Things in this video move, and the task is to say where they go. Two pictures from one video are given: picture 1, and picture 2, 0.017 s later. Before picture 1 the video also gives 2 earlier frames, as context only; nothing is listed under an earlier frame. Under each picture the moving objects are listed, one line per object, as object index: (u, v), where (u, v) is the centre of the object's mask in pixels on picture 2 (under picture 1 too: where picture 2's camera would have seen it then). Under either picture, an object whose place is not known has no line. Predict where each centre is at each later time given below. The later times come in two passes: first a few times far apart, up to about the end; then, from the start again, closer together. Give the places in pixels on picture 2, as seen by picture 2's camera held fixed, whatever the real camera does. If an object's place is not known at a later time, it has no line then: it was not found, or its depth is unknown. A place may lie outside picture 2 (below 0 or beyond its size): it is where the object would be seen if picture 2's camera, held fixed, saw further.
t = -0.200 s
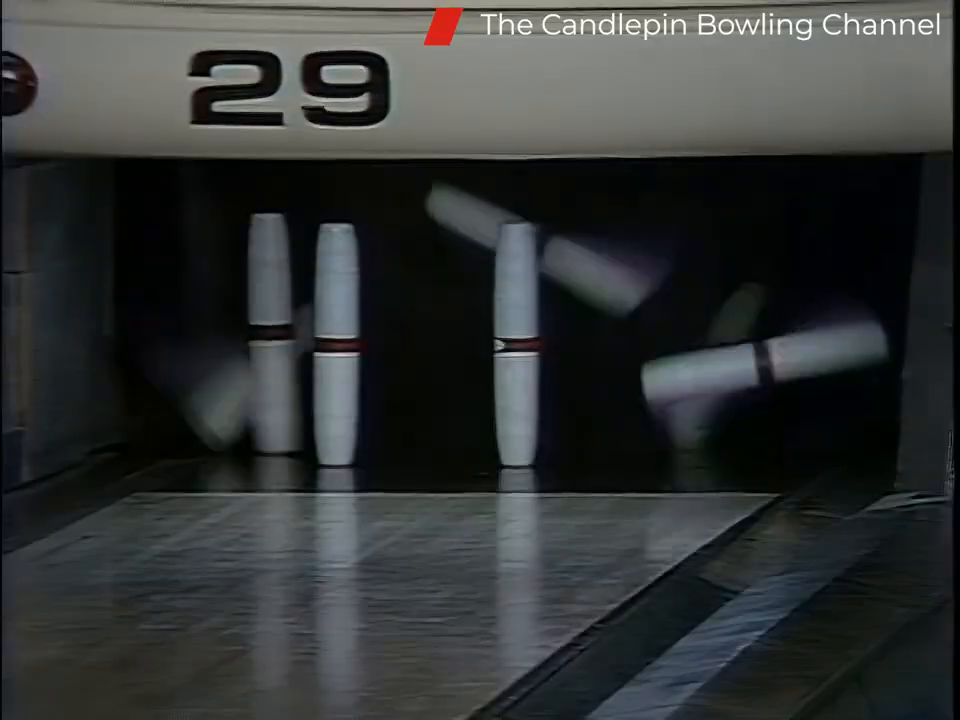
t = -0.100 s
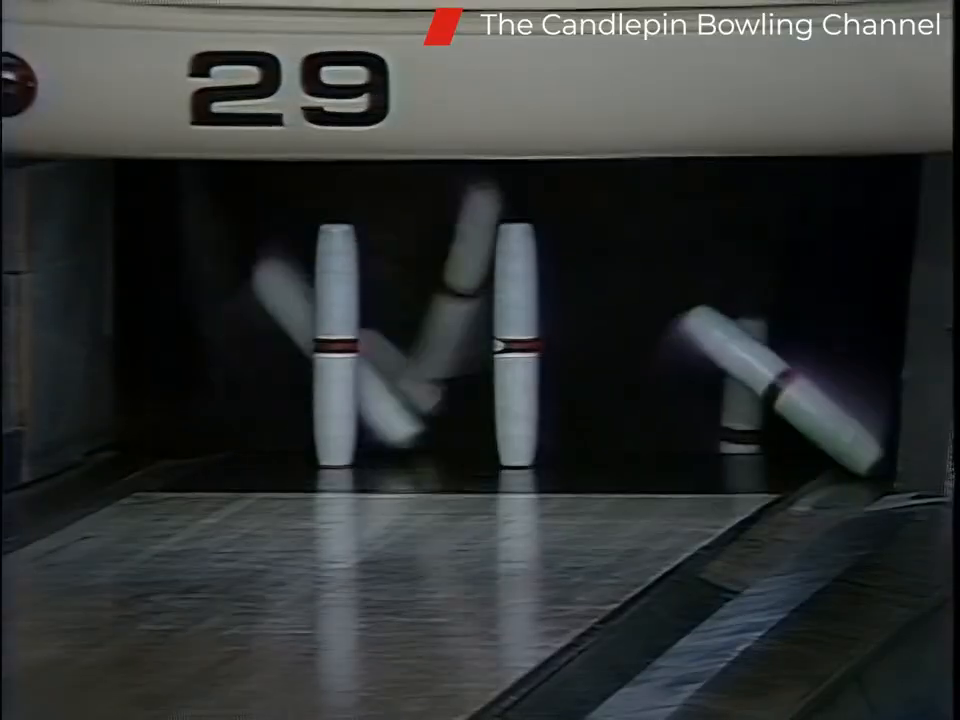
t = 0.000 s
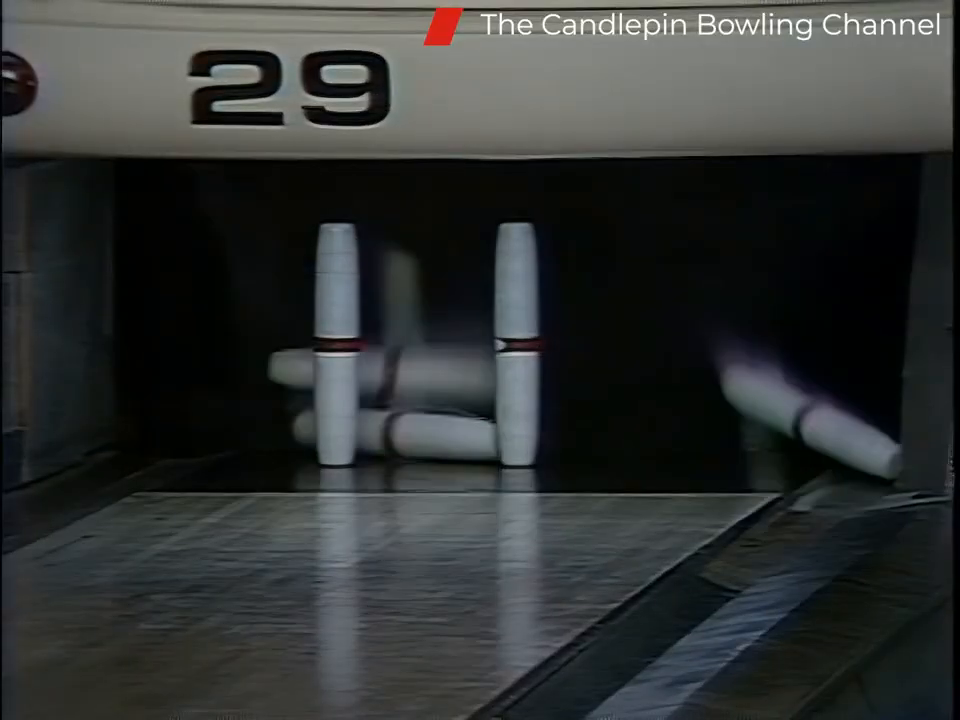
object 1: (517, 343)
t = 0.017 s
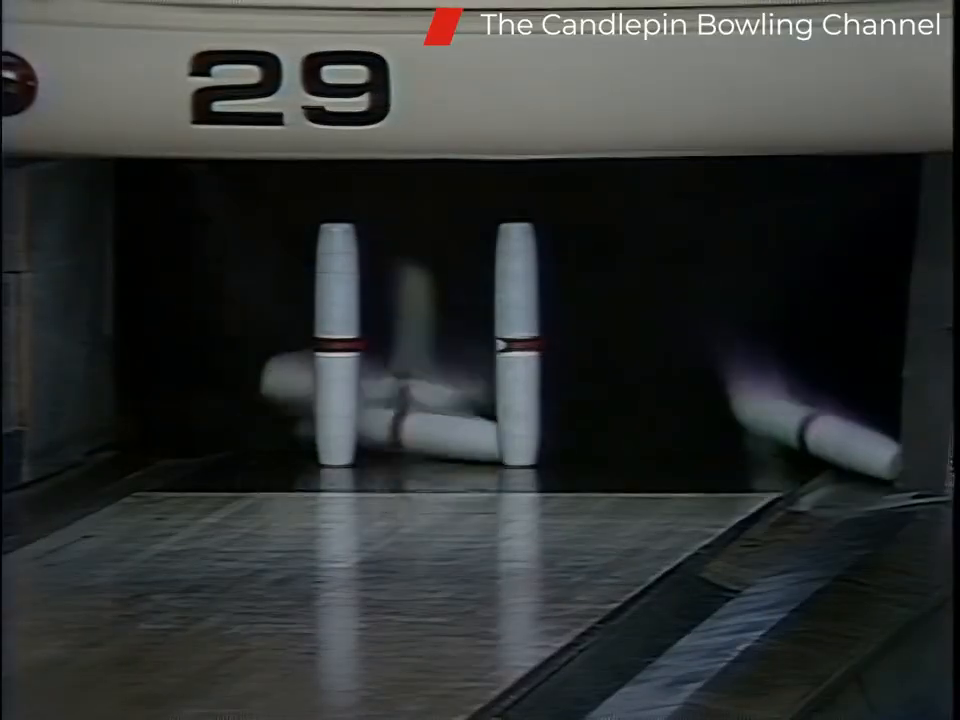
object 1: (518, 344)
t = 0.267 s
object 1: (542, 418)
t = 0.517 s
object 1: (528, 442)
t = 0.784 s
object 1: (521, 447)
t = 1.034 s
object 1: (528, 457)
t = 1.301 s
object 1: (549, 459)
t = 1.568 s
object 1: (567, 462)
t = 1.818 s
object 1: (586, 463)
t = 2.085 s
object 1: (605, 463)
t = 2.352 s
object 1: (625, 462)
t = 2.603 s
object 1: (644, 462)
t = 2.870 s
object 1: (663, 461)
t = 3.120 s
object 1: (682, 460)
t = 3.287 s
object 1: (694, 460)
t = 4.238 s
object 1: (767, 457)
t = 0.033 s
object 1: (518, 344)
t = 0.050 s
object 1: (520, 344)
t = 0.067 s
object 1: (522, 343)
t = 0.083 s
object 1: (524, 344)
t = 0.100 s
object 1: (526, 344)
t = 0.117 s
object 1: (527, 348)
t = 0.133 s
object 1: (529, 350)
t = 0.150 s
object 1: (531, 355)
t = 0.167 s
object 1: (533, 359)
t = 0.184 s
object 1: (534, 366)
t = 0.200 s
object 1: (537, 374)
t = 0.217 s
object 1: (537, 384)
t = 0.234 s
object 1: (538, 393)
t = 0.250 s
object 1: (541, 409)
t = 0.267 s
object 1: (542, 418)
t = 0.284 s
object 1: (542, 423)
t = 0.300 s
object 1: (542, 428)
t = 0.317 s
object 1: (547, 434)
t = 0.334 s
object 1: (542, 447)
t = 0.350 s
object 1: (539, 445)
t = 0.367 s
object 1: (538, 441)
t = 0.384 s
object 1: (533, 435)
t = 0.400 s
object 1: (532, 432)
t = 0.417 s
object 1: (531, 431)
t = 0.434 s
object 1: (530, 430)
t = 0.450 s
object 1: (529, 430)
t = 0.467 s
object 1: (529, 431)
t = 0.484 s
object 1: (529, 434)
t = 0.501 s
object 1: (528, 437)
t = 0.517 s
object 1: (528, 442)
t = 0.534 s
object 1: (528, 448)
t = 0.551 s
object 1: (520, 451)
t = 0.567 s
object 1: (517, 449)
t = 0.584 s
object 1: (519, 445)
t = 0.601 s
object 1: (520, 441)
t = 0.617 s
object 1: (519, 440)
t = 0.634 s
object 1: (519, 440)
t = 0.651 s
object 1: (519, 441)
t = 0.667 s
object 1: (518, 442)
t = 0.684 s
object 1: (517, 445)
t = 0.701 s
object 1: (517, 449)
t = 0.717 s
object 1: (520, 454)
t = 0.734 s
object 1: (520, 456)
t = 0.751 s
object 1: (522, 452)
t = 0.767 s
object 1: (521, 449)
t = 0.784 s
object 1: (521, 447)
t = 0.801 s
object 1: (521, 446)
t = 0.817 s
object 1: (521, 446)
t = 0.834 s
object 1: (521, 446)
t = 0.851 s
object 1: (521, 449)
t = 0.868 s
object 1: (523, 451)
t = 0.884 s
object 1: (522, 455)
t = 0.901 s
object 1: (521, 459)
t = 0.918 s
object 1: (521, 457)
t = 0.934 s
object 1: (521, 453)
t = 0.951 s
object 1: (523, 451)
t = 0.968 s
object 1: (524, 449)
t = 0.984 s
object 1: (525, 449)
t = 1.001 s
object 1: (526, 449)
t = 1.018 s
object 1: (527, 453)
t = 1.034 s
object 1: (528, 457)
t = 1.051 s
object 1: (529, 457)
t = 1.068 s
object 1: (530, 459)
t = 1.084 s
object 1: (531, 456)
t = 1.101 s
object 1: (533, 454)
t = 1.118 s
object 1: (534, 454)
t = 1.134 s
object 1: (536, 454)
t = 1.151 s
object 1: (536, 455)
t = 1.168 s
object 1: (538, 455)
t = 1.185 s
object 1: (539, 459)
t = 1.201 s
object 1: (540, 462)
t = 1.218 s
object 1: (542, 460)
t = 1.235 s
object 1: (544, 458)
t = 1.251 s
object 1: (545, 458)
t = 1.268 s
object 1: (546, 457)
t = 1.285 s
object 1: (547, 458)
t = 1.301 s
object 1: (549, 459)
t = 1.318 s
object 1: (550, 462)
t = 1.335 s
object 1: (551, 464)
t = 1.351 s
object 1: (552, 462)
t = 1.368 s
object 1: (553, 460)
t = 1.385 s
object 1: (555, 460)
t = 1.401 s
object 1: (556, 459)
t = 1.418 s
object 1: (557, 461)
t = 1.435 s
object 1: (558, 462)
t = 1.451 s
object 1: (559, 463)
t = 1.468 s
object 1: (561, 463)
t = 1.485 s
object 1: (562, 462)
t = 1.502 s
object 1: (562, 461)
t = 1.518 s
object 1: (564, 463)
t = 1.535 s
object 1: (566, 464)
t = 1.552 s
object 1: (566, 463)
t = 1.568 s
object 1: (567, 462)
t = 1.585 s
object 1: (568, 462)
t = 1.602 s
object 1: (570, 461)
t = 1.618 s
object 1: (571, 462)
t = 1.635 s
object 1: (572, 462)
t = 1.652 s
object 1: (574, 463)
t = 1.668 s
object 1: (576, 463)
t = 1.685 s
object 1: (577, 462)
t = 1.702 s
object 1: (578, 462)
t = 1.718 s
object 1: (579, 463)
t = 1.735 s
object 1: (580, 464)
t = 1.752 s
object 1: (581, 463)
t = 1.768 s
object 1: (582, 462)
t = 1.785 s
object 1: (583, 462)
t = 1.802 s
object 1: (585, 463)
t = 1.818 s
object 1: (586, 463)
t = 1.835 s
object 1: (588, 464)
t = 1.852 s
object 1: (589, 463)
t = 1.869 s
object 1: (590, 464)
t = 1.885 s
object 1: (591, 463)
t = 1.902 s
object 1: (592, 463)
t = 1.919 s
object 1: (594, 463)
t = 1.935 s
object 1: (595, 463)
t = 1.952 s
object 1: (596, 463)
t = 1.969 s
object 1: (598, 463)
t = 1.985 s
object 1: (599, 463)
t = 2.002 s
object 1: (600, 463)
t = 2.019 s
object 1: (601, 463)
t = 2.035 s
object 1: (602, 463)
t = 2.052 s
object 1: (603, 463)
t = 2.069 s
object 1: (604, 463)
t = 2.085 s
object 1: (605, 463)
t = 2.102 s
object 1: (606, 463)
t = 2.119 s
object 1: (608, 463)
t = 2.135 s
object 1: (608, 463)
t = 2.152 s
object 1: (610, 463)
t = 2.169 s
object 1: (611, 463)
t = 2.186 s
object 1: (612, 463)
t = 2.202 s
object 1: (613, 463)
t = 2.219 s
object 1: (615, 463)
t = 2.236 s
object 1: (616, 463)
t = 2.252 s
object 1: (617, 463)
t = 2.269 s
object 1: (618, 463)
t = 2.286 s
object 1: (619, 463)
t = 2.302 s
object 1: (621, 463)
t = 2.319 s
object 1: (622, 463)
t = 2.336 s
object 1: (623, 463)
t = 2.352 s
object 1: (625, 462)
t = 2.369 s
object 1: (626, 462)
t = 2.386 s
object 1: (628, 462)
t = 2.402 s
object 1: (629, 462)
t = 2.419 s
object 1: (630, 462)
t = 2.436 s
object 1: (632, 462)
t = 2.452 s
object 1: (633, 462)
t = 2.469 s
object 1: (634, 462)
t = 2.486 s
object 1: (635, 462)
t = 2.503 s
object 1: (636, 462)
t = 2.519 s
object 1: (638, 462)
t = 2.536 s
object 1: (639, 462)
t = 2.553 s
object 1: (640, 462)
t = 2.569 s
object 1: (642, 462)
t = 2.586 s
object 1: (643, 462)
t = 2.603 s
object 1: (644, 462)
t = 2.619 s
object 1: (645, 462)
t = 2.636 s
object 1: (646, 462)
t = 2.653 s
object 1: (647, 462)
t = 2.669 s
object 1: (649, 461)
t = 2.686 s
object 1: (650, 462)
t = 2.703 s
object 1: (651, 461)
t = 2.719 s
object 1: (653, 461)
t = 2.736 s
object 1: (654, 461)
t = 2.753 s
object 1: (655, 461)
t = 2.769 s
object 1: (656, 461)
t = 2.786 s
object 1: (657, 461)
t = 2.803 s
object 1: (658, 461)
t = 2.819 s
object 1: (659, 461)
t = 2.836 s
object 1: (661, 461)
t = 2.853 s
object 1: (662, 461)
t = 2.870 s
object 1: (663, 461)
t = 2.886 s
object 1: (664, 461)
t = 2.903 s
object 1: (665, 461)
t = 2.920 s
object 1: (667, 461)
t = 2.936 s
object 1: (668, 461)
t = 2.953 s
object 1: (669, 461)
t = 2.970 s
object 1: (670, 461)
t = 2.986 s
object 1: (672, 461)
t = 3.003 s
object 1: (673, 461)
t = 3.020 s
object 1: (674, 461)
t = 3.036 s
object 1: (676, 461)
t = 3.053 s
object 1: (677, 461)
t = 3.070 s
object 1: (678, 461)
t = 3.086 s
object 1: (679, 460)
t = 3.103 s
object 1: (681, 460)
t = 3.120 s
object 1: (682, 460)
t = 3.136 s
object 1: (684, 460)
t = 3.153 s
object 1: (685, 460)
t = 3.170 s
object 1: (686, 460)
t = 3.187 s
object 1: (688, 460)
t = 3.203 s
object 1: (689, 460)
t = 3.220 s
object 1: (690, 460)
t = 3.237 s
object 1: (691, 460)
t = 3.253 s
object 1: (692, 460)
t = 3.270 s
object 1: (693, 460)
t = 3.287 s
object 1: (694, 460)
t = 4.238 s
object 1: (767, 457)
